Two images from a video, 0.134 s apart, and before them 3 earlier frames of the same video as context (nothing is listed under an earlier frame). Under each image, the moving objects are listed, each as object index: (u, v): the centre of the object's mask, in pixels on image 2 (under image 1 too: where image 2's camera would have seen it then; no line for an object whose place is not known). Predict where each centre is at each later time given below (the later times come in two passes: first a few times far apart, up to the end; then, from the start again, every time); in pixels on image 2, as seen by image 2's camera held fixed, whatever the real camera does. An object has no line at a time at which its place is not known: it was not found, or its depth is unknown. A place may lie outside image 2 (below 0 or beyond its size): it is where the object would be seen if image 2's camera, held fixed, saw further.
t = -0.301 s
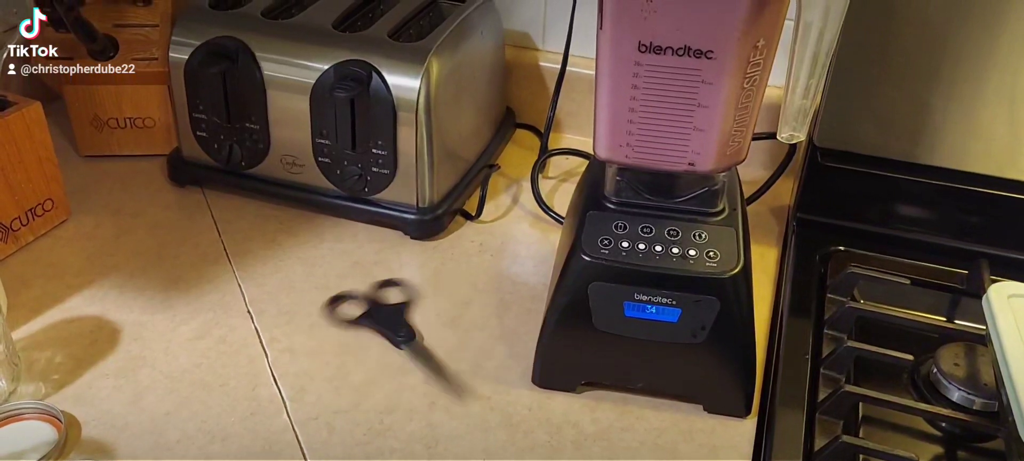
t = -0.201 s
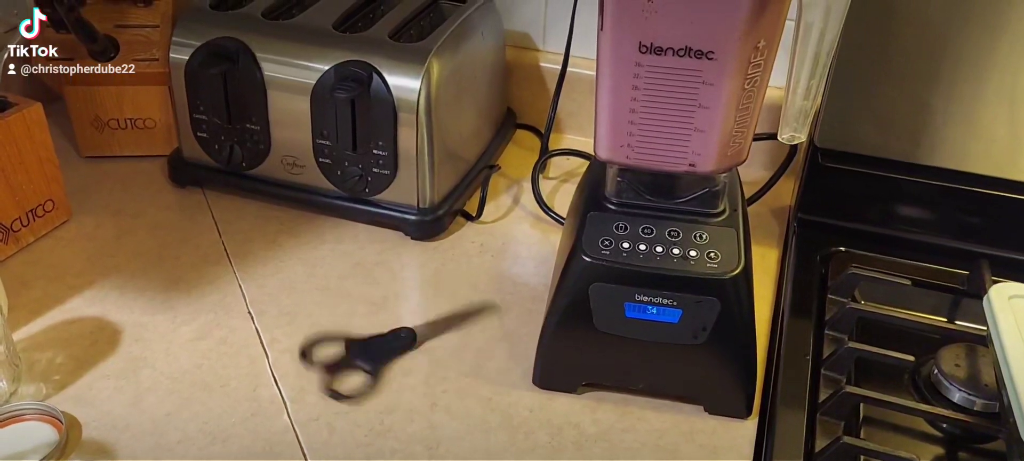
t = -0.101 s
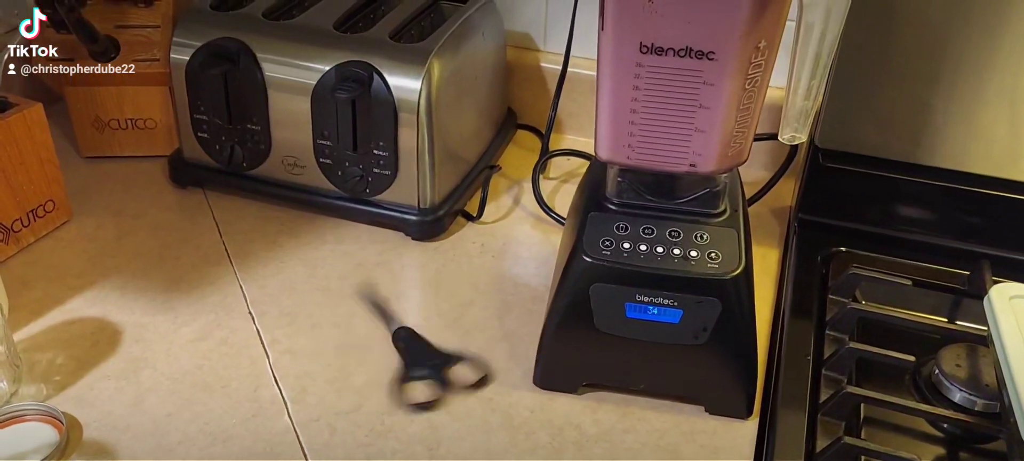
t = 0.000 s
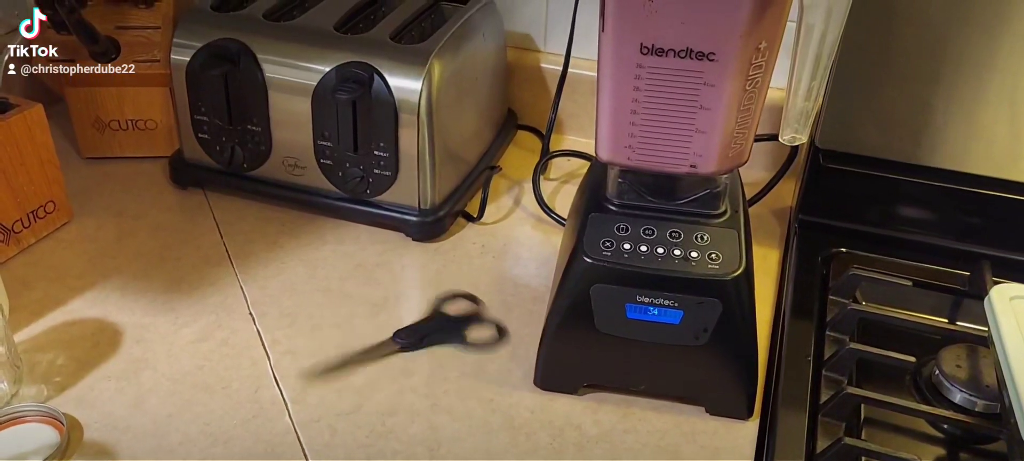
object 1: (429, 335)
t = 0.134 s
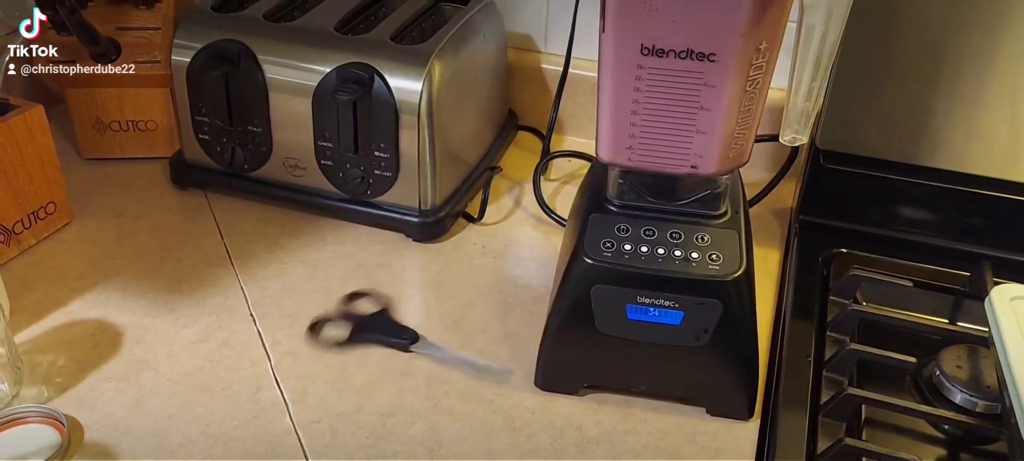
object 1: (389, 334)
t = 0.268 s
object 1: (403, 368)
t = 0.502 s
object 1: (396, 326)
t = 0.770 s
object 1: (436, 339)
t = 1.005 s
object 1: (391, 364)
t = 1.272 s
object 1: (386, 326)
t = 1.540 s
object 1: (429, 332)
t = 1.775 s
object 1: (394, 363)
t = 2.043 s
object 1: (386, 327)
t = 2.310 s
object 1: (428, 328)
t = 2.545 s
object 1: (407, 365)
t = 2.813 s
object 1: (380, 333)
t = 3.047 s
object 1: (427, 329)
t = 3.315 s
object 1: (429, 357)
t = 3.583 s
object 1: (380, 346)
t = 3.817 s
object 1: (419, 320)
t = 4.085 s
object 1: (445, 340)
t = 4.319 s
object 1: (383, 352)
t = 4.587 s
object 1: (392, 321)
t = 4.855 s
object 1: (430, 325)
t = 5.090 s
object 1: (422, 359)
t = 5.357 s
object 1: (382, 341)
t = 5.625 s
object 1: (402, 317)
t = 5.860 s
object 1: (442, 332)
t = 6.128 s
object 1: (423, 359)
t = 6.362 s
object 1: (383, 329)
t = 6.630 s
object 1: (415, 315)
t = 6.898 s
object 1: (439, 327)
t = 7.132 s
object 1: (416, 358)
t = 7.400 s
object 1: (384, 338)
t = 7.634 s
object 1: (417, 309)
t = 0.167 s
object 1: (376, 341)
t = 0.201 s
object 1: (375, 353)
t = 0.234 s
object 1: (385, 363)
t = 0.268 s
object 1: (403, 368)
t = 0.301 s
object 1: (424, 363)
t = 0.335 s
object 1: (437, 353)
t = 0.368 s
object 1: (438, 342)
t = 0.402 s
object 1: (428, 334)
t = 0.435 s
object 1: (423, 326)
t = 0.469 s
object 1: (410, 327)
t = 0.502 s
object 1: (396, 326)
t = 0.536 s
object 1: (386, 333)
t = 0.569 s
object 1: (376, 342)
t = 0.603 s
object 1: (374, 353)
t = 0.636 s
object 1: (385, 363)
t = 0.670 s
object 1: (406, 366)
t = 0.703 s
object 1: (427, 362)
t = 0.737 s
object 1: (436, 350)
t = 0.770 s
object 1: (436, 339)
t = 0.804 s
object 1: (426, 333)
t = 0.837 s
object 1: (420, 327)
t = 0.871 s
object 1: (408, 323)
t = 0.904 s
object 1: (389, 324)
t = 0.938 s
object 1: (373, 343)
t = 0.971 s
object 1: (377, 355)
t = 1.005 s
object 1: (391, 364)
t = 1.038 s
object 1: (413, 366)
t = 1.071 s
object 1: (433, 359)
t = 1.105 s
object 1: (436, 345)
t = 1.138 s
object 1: (433, 336)
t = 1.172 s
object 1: (423, 330)
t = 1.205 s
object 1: (415, 328)
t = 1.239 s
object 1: (403, 324)
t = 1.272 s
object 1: (386, 326)
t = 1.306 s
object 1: (378, 335)
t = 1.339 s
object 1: (376, 346)
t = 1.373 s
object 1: (383, 357)
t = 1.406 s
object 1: (401, 365)
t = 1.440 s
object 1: (424, 364)
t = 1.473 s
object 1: (437, 350)
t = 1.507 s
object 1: (440, 339)
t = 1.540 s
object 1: (429, 332)
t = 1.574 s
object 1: (419, 329)
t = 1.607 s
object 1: (410, 321)
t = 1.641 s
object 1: (395, 323)
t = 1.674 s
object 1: (383, 331)
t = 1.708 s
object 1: (375, 341)
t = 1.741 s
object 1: (380, 353)
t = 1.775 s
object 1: (394, 363)
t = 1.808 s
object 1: (417, 364)
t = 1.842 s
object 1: (436, 357)
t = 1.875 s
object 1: (441, 343)
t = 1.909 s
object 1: (432, 334)
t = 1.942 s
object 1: (424, 328)
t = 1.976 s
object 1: (415, 324)
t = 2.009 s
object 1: (400, 322)
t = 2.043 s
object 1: (386, 327)
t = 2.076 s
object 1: (379, 337)
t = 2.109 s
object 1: (378, 349)
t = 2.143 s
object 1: (388, 360)
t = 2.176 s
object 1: (410, 364)
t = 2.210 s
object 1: (433, 359)
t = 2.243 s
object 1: (438, 344)
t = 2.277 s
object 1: (434, 335)
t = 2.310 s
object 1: (428, 328)
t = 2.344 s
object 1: (418, 325)
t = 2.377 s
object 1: (403, 320)
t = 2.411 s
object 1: (385, 324)
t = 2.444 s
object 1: (379, 335)
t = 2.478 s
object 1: (377, 347)
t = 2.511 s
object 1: (386, 359)
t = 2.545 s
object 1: (407, 365)
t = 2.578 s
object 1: (429, 359)
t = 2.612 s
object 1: (437, 345)
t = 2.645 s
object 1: (438, 335)
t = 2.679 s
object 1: (428, 329)
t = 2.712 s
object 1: (419, 324)
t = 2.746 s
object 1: (406, 321)
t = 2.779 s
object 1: (387, 323)
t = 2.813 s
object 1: (380, 333)
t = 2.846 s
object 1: (379, 344)
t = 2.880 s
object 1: (387, 357)
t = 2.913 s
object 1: (406, 364)
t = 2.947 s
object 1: (429, 359)
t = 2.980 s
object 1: (438, 345)
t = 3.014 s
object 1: (441, 335)
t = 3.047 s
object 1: (427, 329)
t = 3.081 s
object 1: (419, 324)
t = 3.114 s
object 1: (406, 320)
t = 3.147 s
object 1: (388, 323)
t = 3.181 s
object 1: (382, 333)
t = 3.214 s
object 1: (379, 345)
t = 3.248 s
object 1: (387, 357)
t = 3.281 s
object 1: (408, 364)
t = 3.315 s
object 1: (429, 357)
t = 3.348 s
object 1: (439, 344)
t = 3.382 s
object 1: (437, 334)
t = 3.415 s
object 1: (428, 328)
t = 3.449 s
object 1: (420, 323)
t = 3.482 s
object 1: (405, 319)
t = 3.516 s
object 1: (385, 322)
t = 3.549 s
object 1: (380, 334)
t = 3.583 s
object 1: (380, 346)
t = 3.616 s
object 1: (390, 358)
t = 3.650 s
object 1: (412, 362)
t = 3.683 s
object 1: (434, 355)
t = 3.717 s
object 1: (439, 342)
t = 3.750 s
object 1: (435, 333)
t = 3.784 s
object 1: (430, 325)
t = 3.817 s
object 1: (419, 320)
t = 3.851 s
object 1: (403, 319)
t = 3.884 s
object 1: (390, 327)
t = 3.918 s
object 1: (379, 335)
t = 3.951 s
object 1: (381, 348)
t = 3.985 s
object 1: (394, 359)
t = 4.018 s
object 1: (418, 361)
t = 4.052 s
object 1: (439, 353)
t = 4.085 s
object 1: (445, 340)
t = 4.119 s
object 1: (435, 330)
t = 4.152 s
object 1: (424, 327)
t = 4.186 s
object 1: (415, 317)
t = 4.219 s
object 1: (397, 318)
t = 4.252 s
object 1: (383, 326)
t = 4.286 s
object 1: (378, 339)
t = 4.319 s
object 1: (383, 352)
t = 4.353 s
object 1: (401, 359)
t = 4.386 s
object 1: (425, 360)
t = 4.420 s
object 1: (440, 347)
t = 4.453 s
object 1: (445, 335)
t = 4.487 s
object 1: (432, 328)
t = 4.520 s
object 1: (424, 322)
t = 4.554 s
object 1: (411, 317)
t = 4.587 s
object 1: (392, 321)
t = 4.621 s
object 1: (384, 330)
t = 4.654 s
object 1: (380, 342)
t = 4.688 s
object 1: (388, 356)
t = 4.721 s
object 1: (410, 361)
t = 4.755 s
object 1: (433, 355)
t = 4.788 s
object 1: (440, 341)
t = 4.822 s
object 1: (437, 332)
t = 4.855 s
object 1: (430, 325)
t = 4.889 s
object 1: (420, 319)
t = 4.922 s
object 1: (403, 316)
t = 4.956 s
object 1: (383, 322)
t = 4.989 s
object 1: (381, 335)
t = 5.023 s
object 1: (382, 348)
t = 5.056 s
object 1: (398, 359)
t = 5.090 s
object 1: (422, 359)
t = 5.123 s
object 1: (443, 350)
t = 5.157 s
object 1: (447, 336)
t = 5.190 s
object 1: (436, 327)
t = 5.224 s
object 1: (427, 321)
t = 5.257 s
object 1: (413, 316)
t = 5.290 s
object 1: (395, 319)
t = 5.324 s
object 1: (385, 329)
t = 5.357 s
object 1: (382, 341)
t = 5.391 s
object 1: (390, 353)
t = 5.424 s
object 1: (411, 360)
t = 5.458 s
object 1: (434, 354)
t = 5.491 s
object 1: (440, 340)
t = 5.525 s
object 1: (437, 330)
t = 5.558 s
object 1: (431, 323)
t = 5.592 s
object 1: (421, 315)
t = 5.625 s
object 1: (402, 317)
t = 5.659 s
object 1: (380, 322)
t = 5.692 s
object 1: (379, 336)
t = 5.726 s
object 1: (386, 349)
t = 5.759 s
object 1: (403, 360)
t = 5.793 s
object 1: (429, 357)
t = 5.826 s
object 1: (442, 344)
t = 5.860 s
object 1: (442, 332)
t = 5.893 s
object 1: (431, 326)
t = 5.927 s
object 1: (423, 320)
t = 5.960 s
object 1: (408, 316)
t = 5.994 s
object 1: (389, 320)
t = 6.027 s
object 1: (383, 332)
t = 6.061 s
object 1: (384, 344)
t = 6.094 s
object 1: (398, 356)
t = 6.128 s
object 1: (423, 359)
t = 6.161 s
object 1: (444, 348)
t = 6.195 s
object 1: (449, 335)
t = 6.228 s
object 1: (436, 325)
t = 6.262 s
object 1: (427, 320)
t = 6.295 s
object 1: (414, 315)
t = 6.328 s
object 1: (391, 317)
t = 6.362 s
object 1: (383, 329)
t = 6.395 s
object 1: (384, 341)
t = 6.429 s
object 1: (394, 355)
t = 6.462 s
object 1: (419, 357)
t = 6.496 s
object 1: (442, 350)
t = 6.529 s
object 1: (448, 337)
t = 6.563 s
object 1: (437, 327)
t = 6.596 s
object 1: (429, 320)
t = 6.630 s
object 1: (415, 315)
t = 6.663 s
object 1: (395, 316)
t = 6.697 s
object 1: (386, 327)
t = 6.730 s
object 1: (384, 340)
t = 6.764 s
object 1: (393, 352)
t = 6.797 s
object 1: (416, 358)
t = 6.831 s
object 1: (439, 351)
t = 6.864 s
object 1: (445, 337)
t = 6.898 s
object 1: (439, 327)
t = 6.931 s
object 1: (431, 320)
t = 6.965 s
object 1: (417, 316)
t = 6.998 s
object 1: (399, 316)
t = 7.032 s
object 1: (388, 326)
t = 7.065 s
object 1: (385, 338)
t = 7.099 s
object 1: (393, 351)
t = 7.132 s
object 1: (416, 358)
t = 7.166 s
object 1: (438, 351)
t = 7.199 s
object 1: (446, 338)
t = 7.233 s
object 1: (438, 327)
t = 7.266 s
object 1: (431, 320)
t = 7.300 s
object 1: (418, 310)
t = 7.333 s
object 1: (399, 316)
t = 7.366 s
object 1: (389, 326)
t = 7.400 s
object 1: (384, 338)
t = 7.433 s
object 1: (394, 352)
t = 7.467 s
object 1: (416, 357)
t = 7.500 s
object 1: (438, 349)
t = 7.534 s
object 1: (445, 336)
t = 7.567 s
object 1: (438, 326)
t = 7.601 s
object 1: (433, 318)
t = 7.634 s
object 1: (417, 309)
